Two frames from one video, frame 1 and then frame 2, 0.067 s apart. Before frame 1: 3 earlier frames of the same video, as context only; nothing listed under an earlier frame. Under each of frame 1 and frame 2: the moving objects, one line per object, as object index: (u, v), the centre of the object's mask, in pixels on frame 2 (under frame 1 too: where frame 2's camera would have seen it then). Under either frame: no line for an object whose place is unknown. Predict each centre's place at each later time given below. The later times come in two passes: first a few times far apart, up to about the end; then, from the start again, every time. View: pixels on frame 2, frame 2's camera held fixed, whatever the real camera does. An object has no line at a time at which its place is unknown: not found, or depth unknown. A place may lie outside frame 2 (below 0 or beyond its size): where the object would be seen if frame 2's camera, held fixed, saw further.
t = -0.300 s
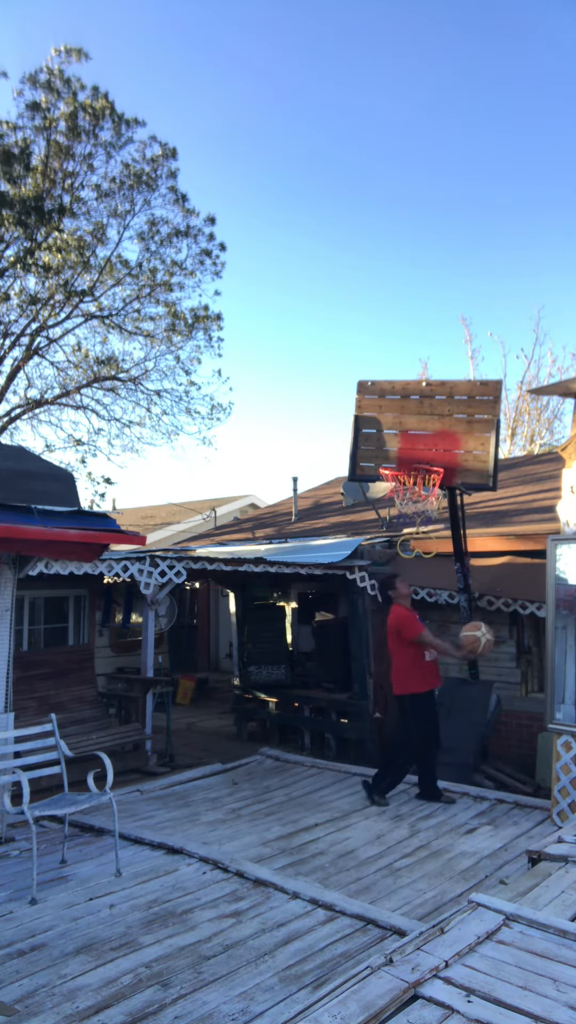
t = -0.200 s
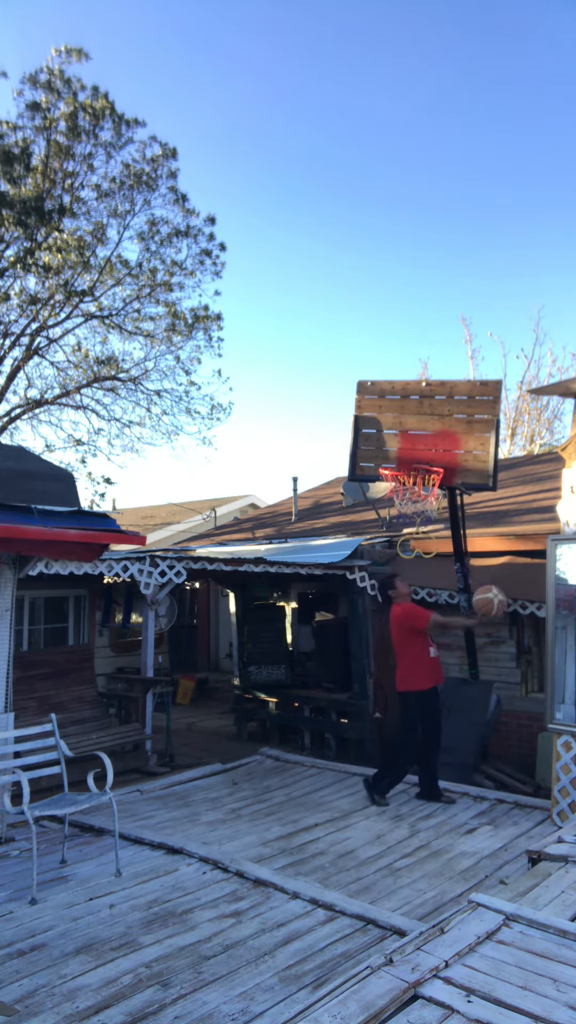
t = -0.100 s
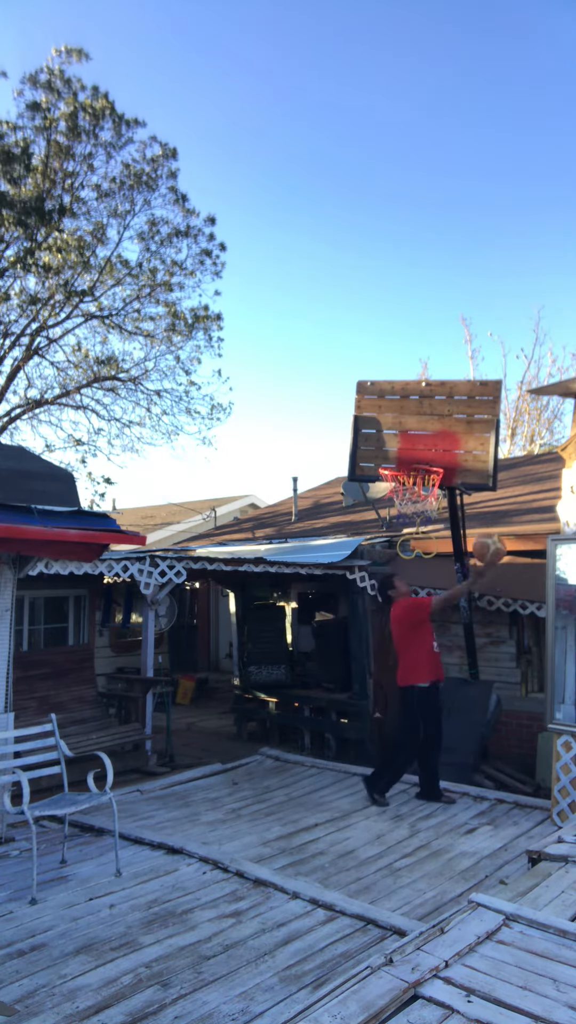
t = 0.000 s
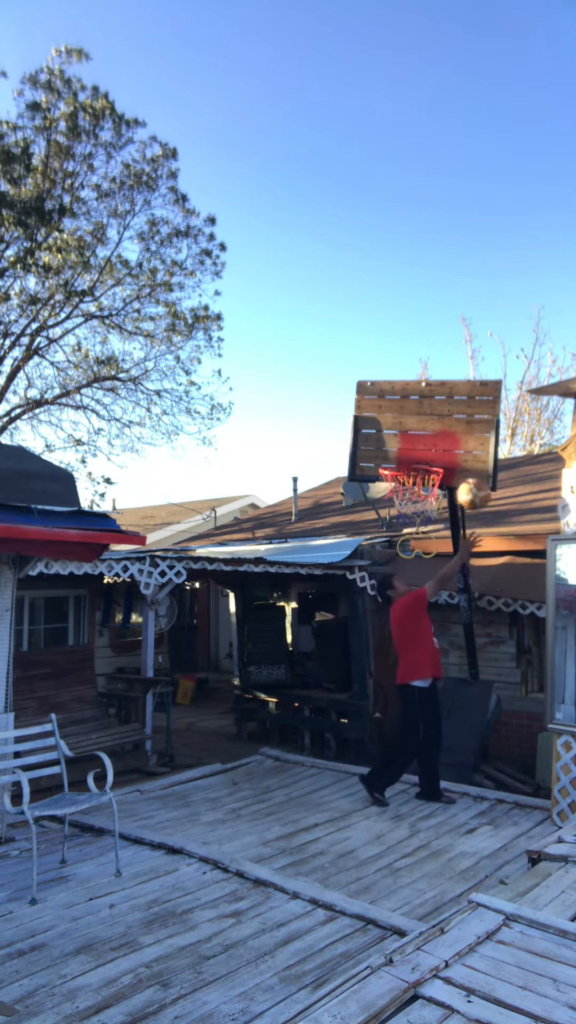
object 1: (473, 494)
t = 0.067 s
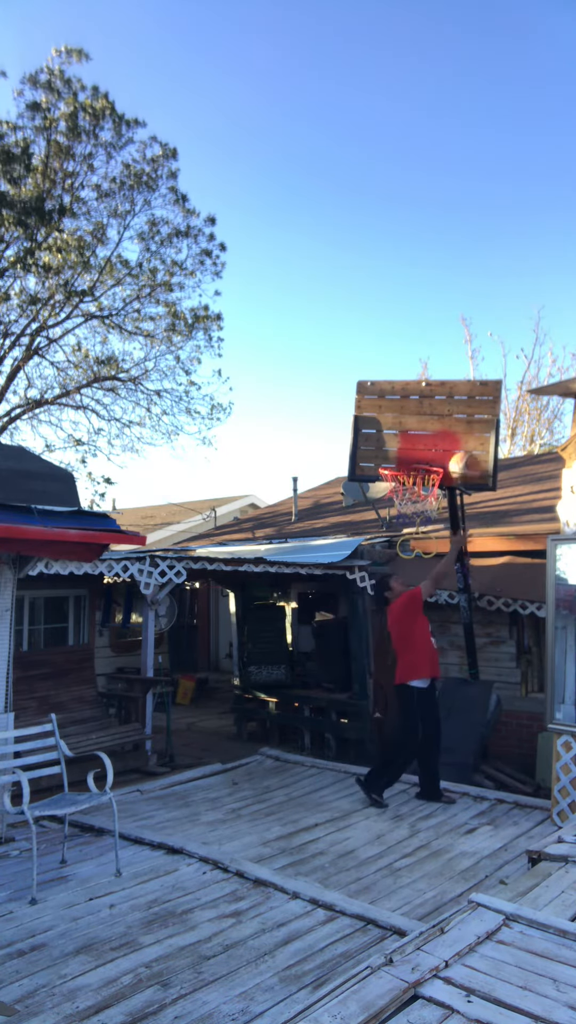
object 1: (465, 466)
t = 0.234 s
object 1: (440, 438)
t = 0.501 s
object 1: (404, 474)
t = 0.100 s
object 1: (460, 456)
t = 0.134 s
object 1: (456, 447)
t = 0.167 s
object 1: (451, 443)
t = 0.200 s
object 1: (445, 440)
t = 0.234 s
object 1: (440, 438)
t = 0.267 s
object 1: (436, 437)
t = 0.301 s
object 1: (431, 438)
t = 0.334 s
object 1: (426, 440)
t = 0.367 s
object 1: (421, 444)
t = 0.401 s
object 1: (415, 449)
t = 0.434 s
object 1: (410, 456)
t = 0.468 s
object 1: (406, 464)
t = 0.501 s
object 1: (404, 474)
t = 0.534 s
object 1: (407, 482)
